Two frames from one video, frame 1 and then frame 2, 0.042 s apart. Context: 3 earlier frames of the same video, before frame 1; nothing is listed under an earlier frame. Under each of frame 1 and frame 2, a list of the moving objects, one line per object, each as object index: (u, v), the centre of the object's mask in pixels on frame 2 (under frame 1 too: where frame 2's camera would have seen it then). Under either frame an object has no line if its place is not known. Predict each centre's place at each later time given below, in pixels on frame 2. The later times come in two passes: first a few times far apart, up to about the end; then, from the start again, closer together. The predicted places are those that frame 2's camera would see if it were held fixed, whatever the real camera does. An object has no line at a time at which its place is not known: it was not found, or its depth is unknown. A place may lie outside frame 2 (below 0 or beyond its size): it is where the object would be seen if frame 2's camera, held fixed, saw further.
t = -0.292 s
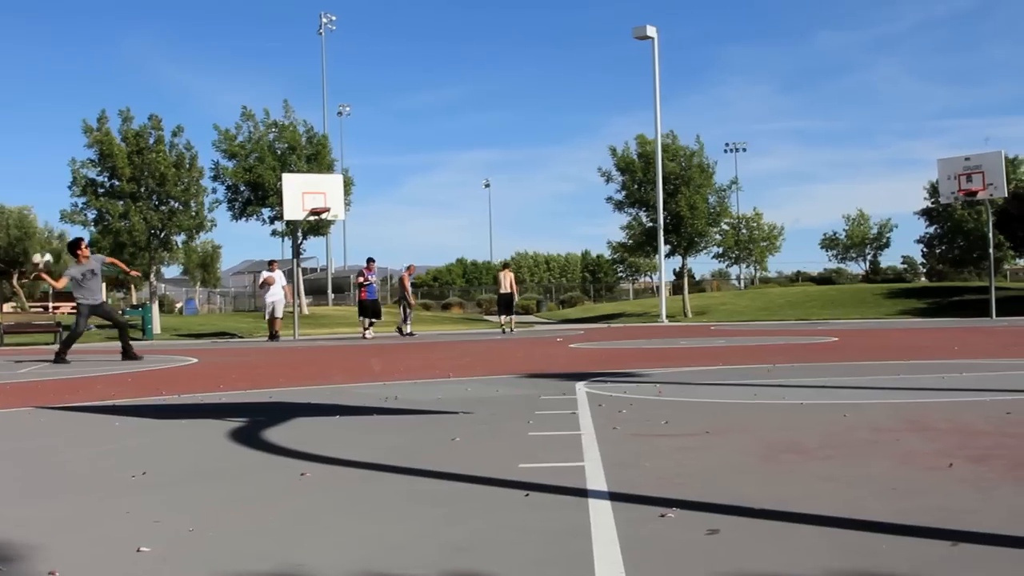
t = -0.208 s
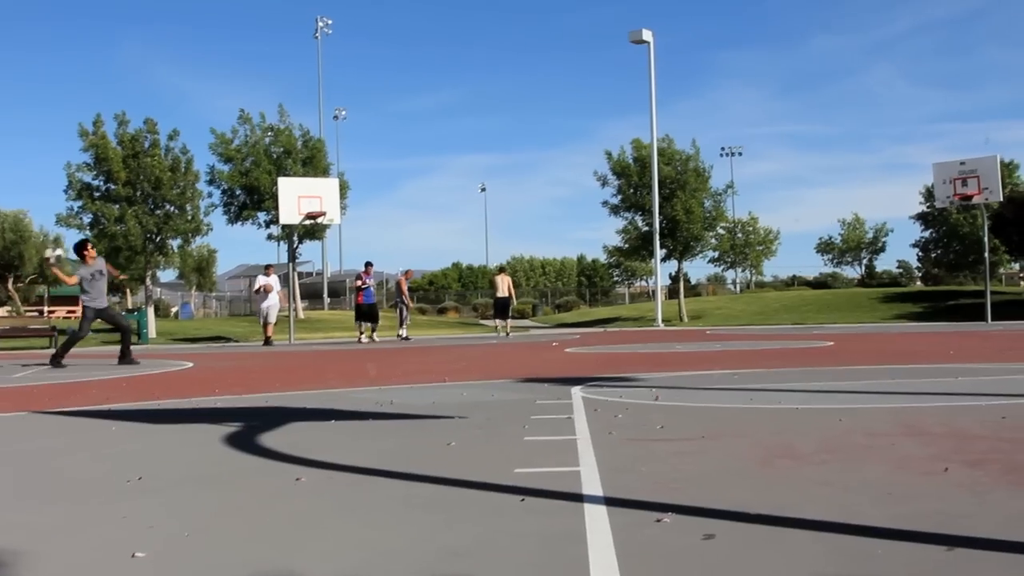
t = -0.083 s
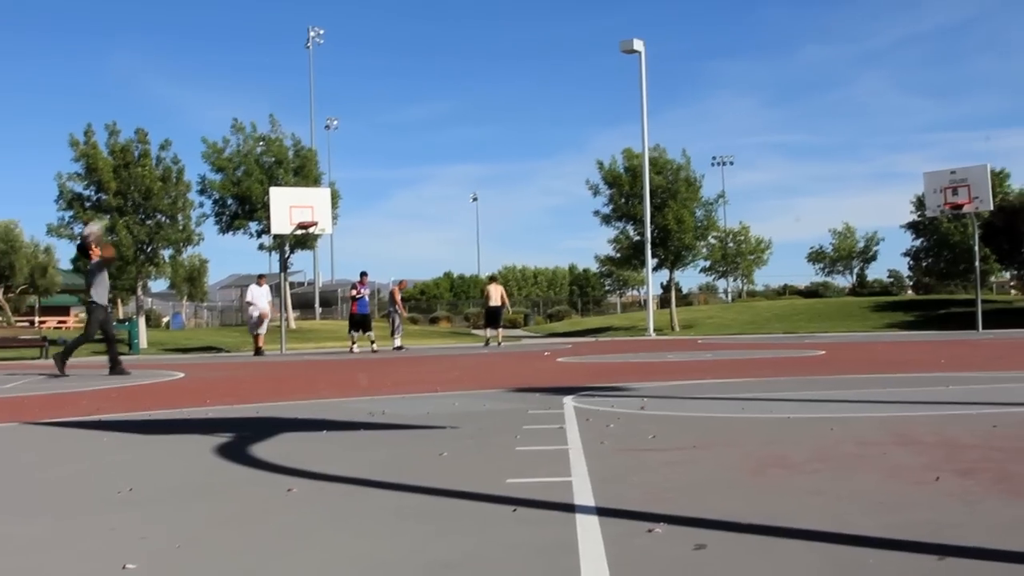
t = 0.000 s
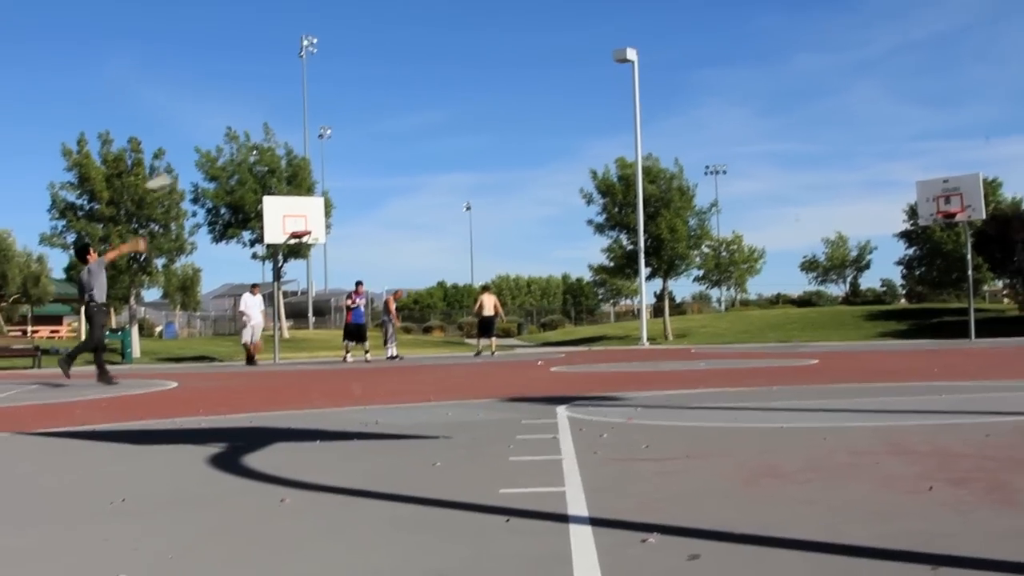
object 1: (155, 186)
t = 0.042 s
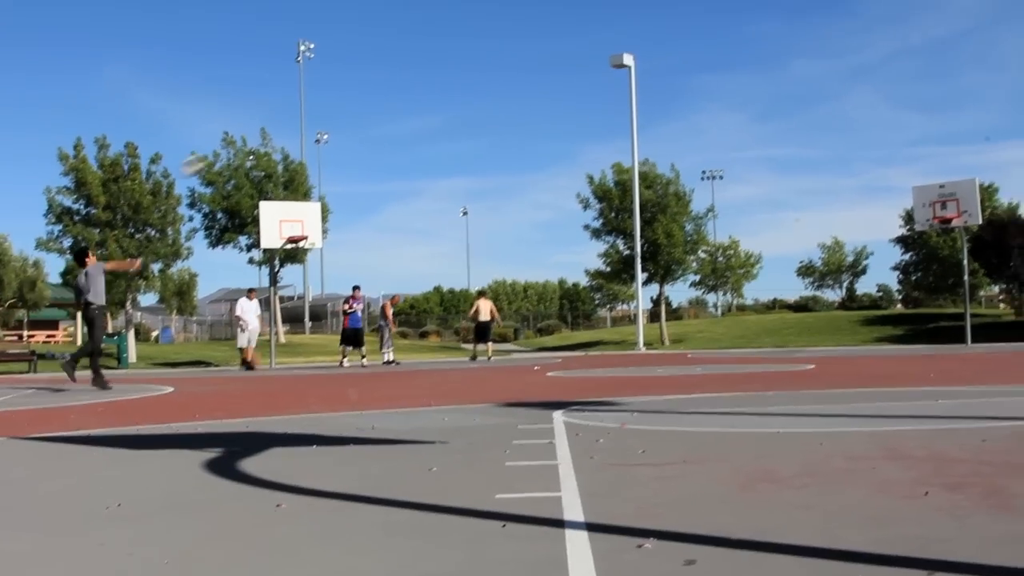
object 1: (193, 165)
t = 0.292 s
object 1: (380, 57)
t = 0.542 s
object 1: (522, 2)
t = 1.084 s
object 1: (736, 0)
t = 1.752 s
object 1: (901, 133)
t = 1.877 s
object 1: (924, 171)
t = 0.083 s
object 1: (228, 142)
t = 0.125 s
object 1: (261, 121)
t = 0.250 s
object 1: (353, 70)
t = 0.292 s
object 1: (380, 57)
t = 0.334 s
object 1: (406, 45)
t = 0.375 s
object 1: (432, 34)
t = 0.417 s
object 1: (455, 25)
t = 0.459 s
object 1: (478, 16)
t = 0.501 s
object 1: (501, 8)
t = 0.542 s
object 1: (522, 2)
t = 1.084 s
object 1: (736, 0)
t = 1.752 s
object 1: (901, 133)
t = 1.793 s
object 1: (908, 145)
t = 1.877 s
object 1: (924, 171)
